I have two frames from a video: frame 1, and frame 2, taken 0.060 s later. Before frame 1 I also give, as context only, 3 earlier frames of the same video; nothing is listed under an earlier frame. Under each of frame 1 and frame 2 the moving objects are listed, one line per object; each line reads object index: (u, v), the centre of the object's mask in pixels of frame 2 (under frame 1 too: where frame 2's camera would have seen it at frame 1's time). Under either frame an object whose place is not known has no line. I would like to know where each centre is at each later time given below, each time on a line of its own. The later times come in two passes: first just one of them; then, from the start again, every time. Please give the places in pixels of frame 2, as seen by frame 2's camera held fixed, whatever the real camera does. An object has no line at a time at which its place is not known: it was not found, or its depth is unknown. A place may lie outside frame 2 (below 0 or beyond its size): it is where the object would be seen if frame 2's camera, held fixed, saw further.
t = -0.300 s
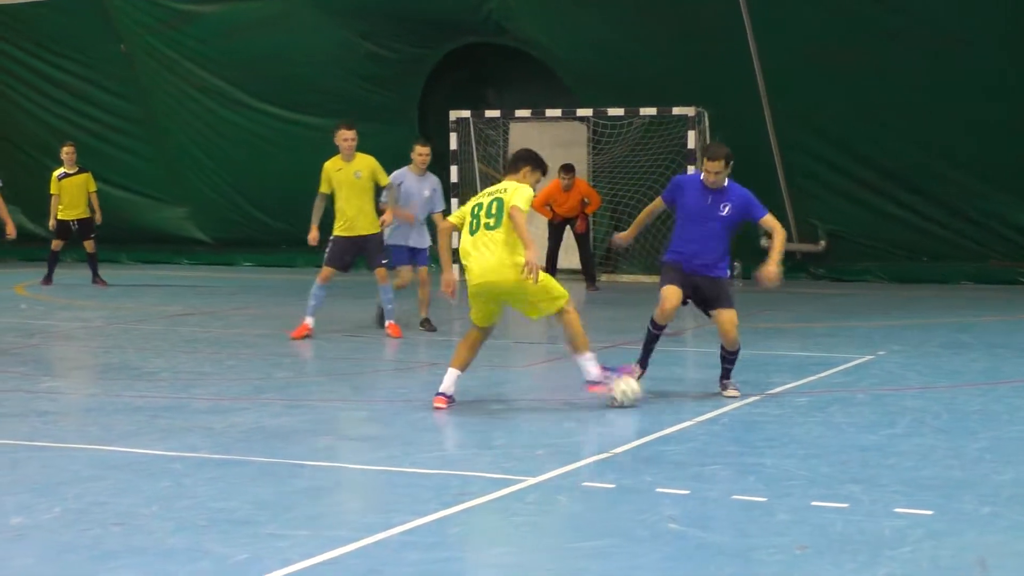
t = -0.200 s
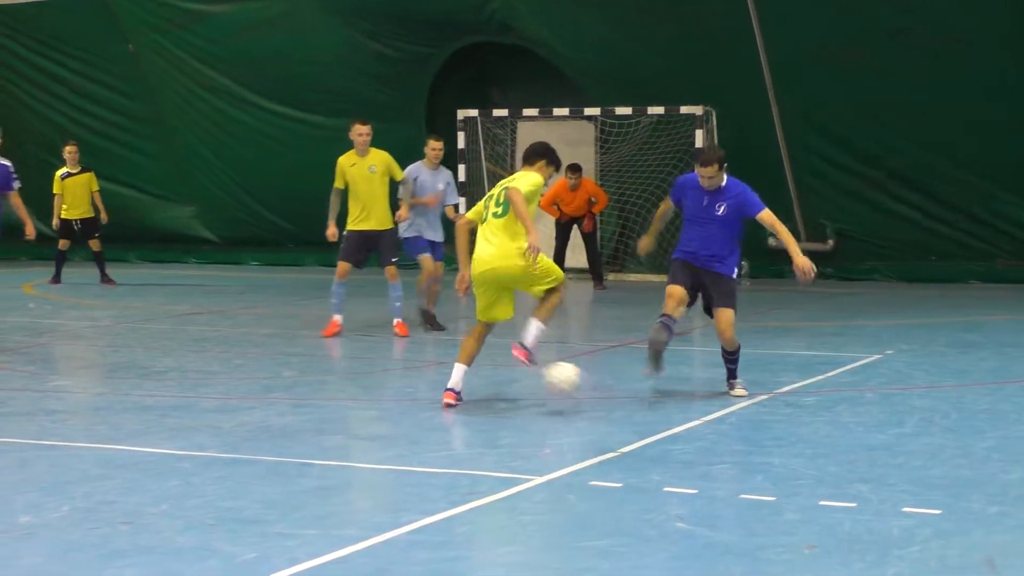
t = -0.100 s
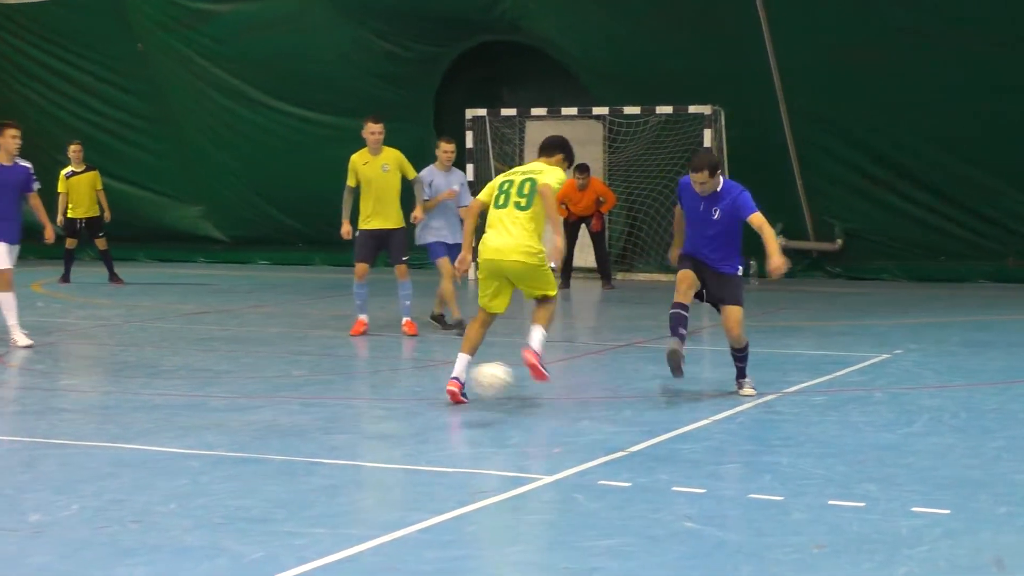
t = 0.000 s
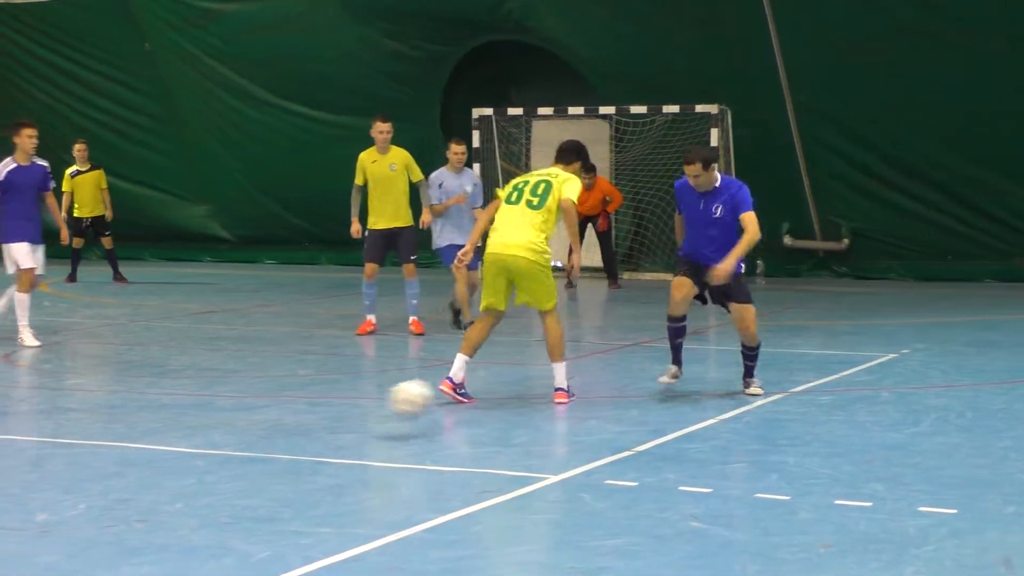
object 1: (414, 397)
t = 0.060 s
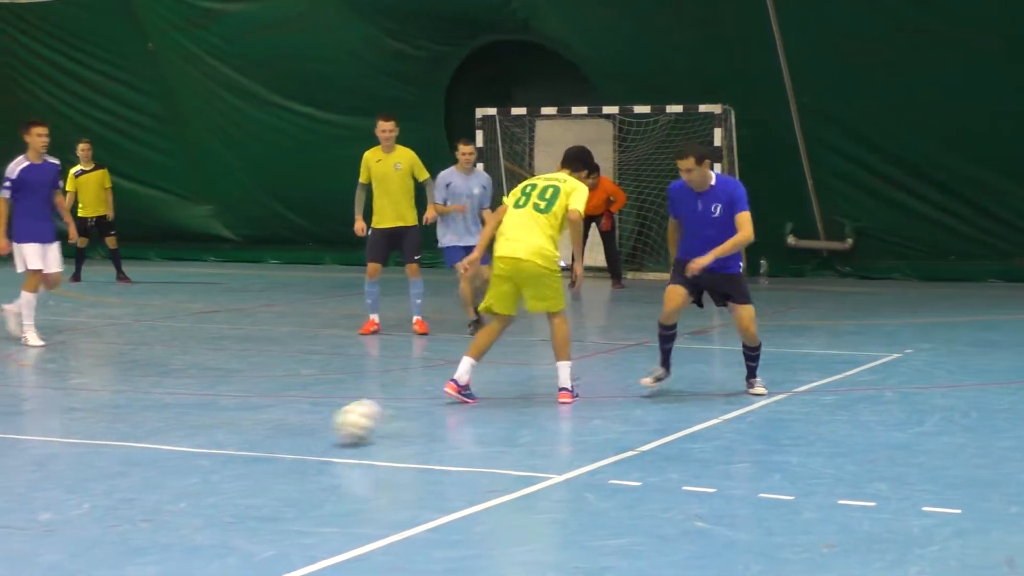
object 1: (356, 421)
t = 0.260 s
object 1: (162, 433)
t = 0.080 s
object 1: (337, 427)
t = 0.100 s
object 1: (319, 424)
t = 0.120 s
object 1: (299, 423)
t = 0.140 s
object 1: (281, 422)
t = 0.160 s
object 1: (262, 422)
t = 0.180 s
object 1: (241, 423)
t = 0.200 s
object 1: (223, 424)
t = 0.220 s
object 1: (202, 424)
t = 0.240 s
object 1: (181, 429)
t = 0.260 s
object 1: (162, 433)
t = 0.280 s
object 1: (141, 440)
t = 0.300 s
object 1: (120, 444)
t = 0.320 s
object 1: (99, 451)
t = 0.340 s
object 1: (77, 453)
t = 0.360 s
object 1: (56, 453)
